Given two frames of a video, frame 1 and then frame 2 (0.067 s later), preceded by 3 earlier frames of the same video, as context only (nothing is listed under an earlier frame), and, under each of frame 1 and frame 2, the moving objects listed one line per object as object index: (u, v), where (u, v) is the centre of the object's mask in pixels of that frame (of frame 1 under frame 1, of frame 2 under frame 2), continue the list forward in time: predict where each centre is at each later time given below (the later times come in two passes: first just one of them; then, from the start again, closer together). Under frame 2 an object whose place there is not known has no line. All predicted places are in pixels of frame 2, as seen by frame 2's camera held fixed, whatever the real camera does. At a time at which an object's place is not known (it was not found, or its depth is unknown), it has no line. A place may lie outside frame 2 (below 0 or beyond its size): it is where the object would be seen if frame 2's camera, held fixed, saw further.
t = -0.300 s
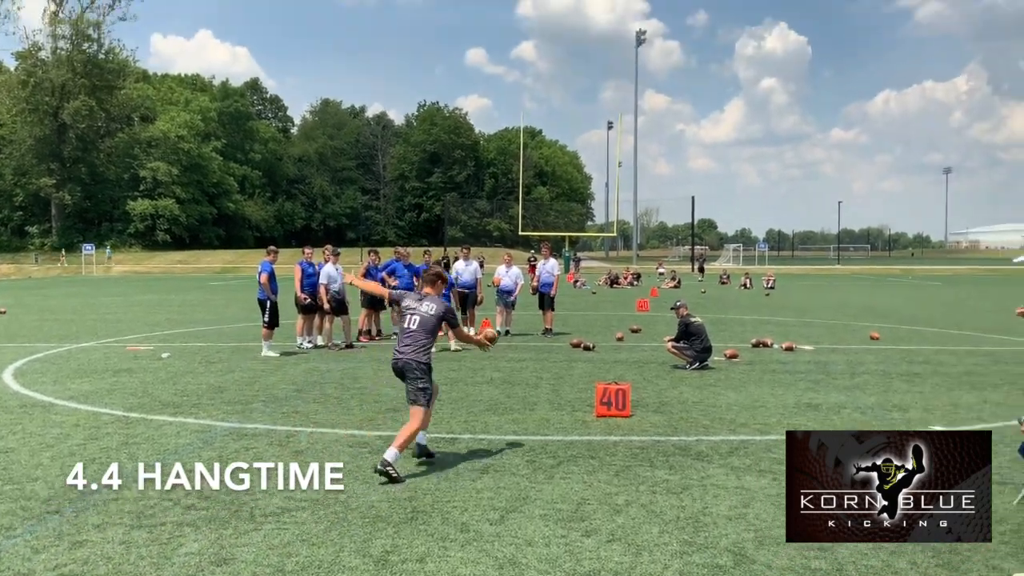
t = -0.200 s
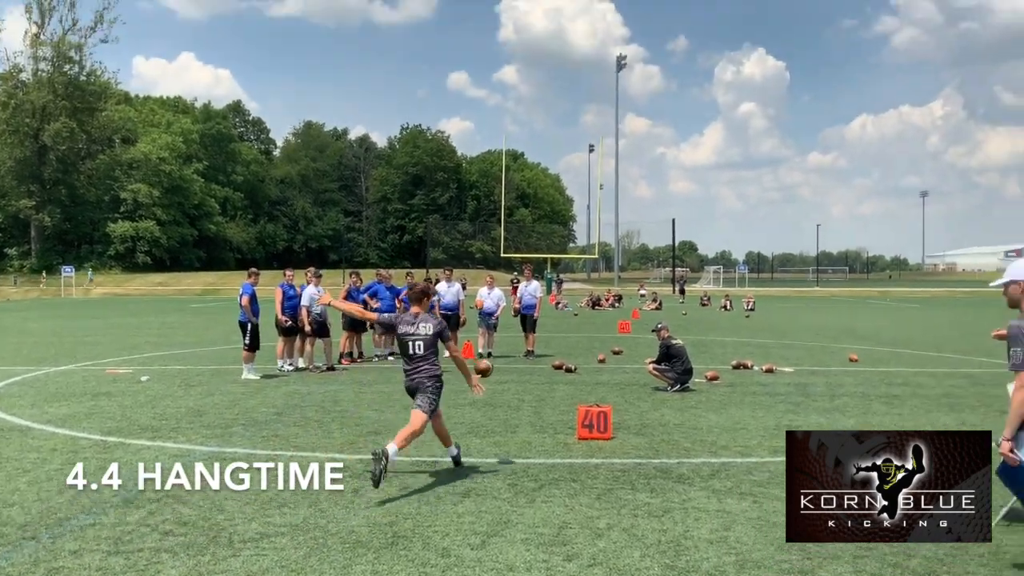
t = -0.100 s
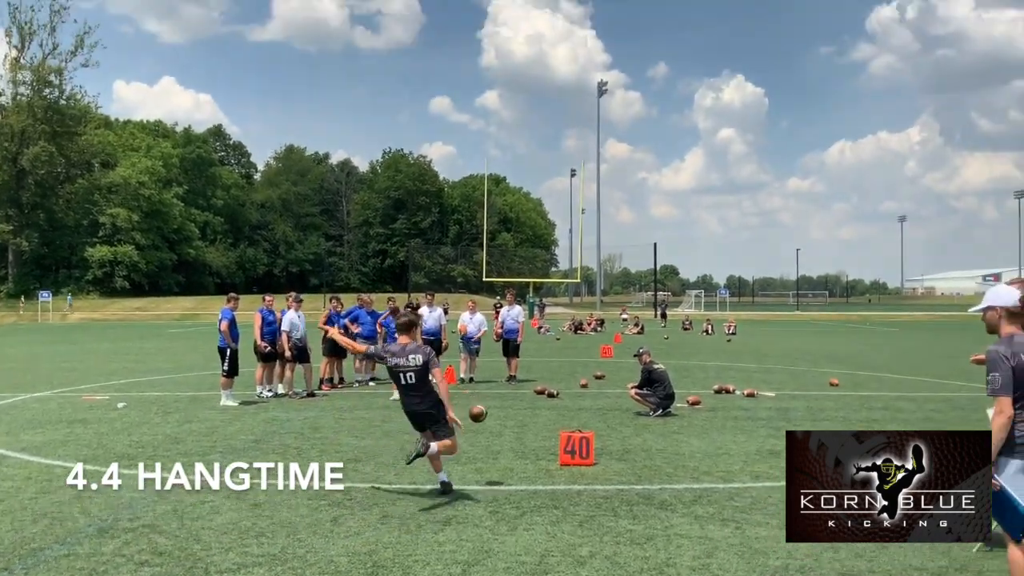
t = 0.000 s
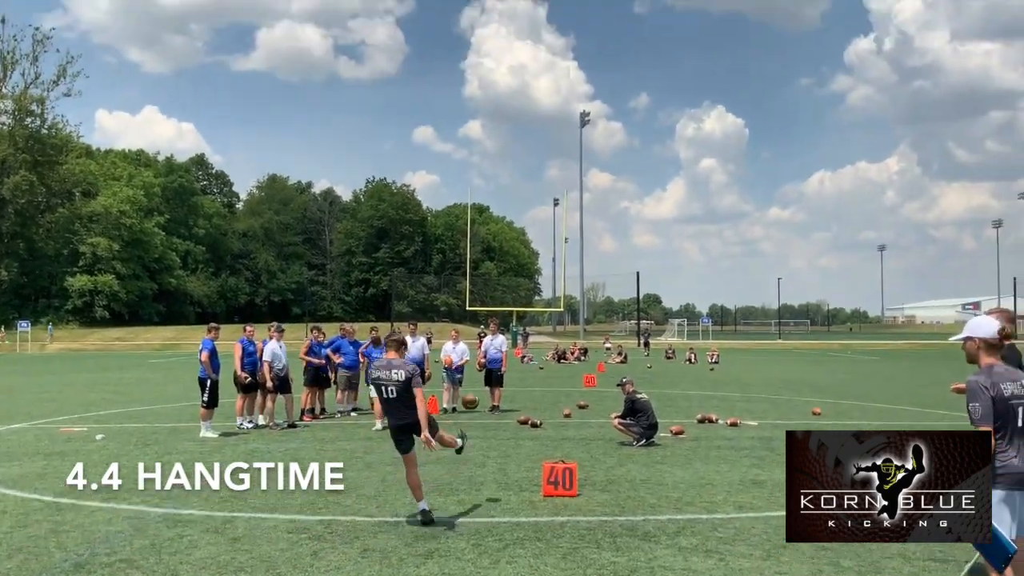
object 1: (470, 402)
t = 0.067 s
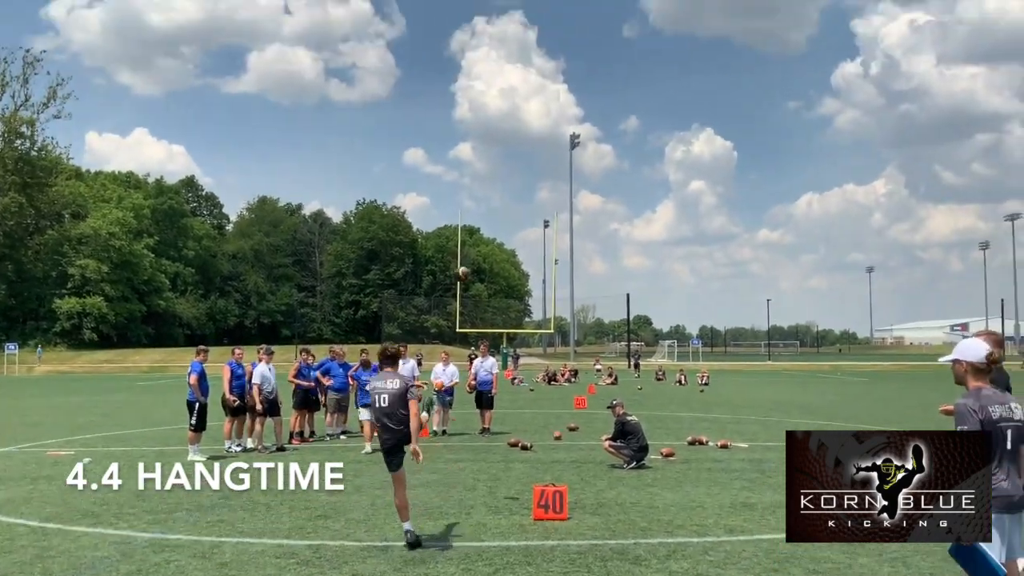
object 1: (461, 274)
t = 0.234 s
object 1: (461, 44)
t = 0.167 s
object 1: (462, 119)
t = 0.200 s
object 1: (462, 79)
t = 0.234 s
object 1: (461, 44)
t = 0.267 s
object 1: (461, 13)
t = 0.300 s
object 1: (459, -16)
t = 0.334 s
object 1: (458, -39)
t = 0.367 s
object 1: (457, -60)
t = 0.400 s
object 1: (455, -79)
